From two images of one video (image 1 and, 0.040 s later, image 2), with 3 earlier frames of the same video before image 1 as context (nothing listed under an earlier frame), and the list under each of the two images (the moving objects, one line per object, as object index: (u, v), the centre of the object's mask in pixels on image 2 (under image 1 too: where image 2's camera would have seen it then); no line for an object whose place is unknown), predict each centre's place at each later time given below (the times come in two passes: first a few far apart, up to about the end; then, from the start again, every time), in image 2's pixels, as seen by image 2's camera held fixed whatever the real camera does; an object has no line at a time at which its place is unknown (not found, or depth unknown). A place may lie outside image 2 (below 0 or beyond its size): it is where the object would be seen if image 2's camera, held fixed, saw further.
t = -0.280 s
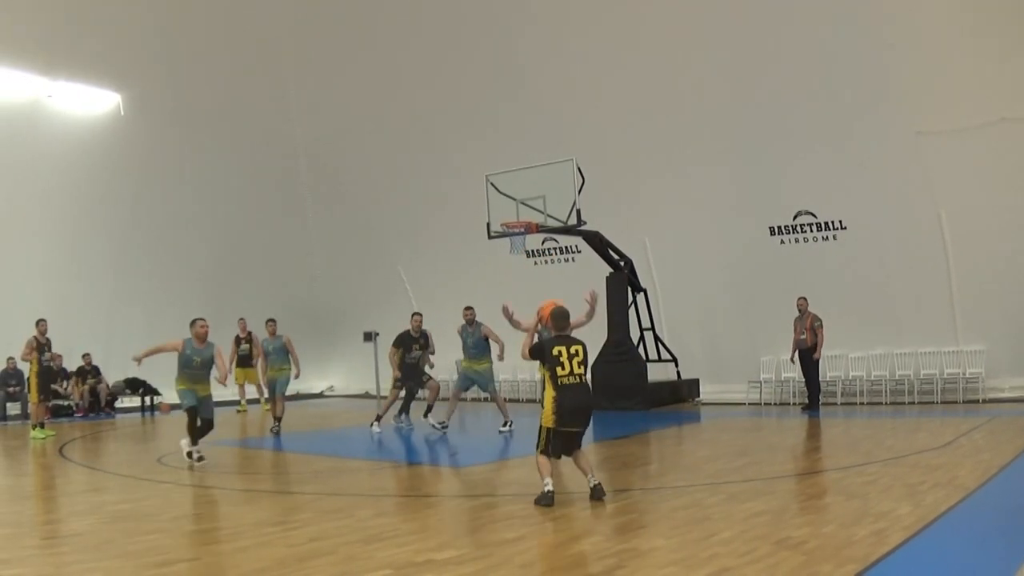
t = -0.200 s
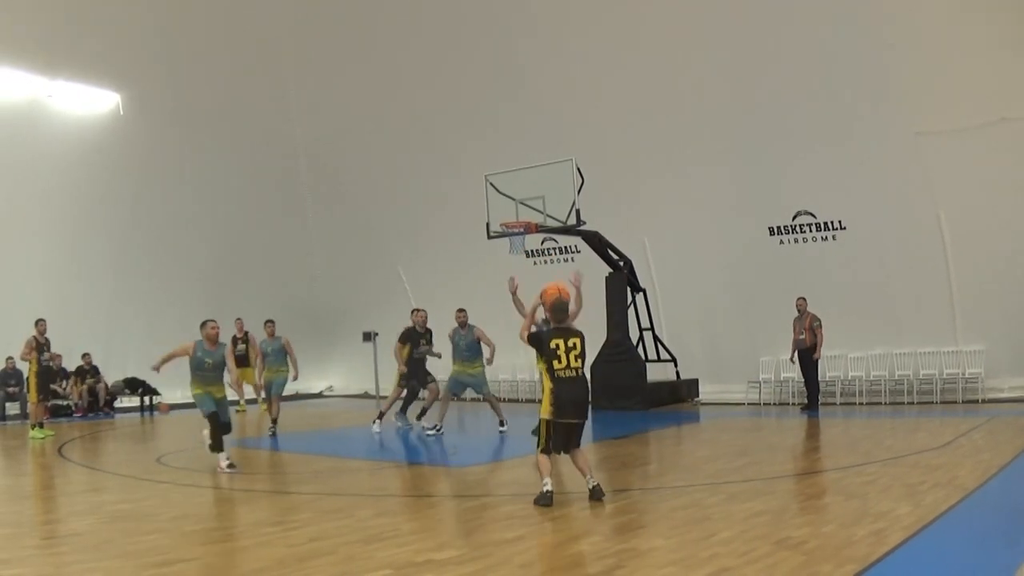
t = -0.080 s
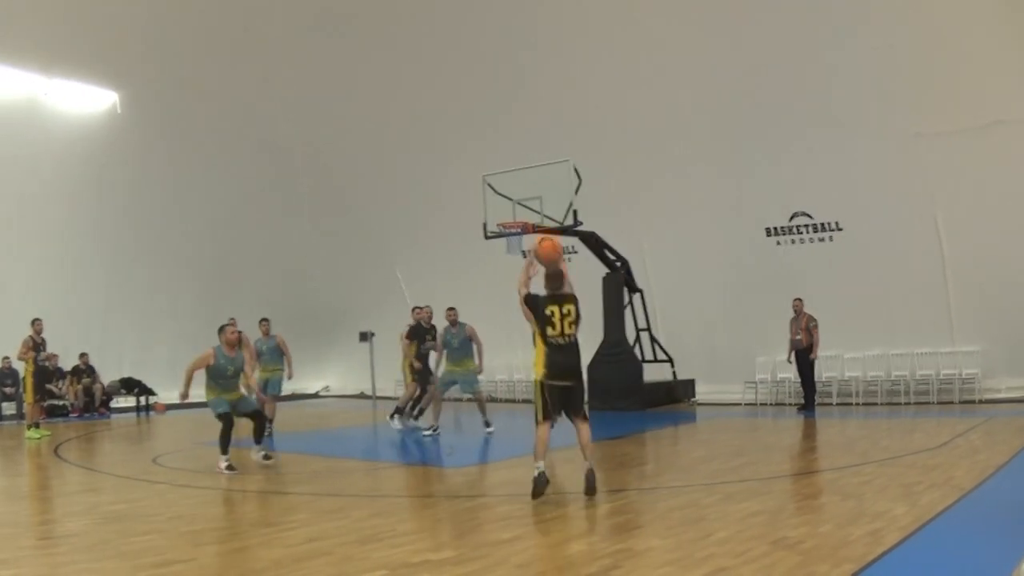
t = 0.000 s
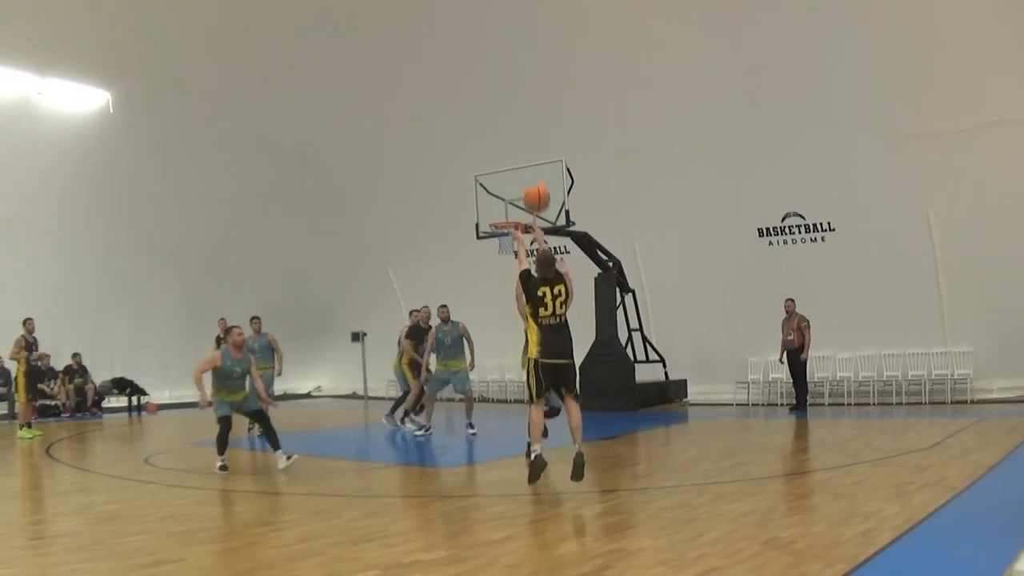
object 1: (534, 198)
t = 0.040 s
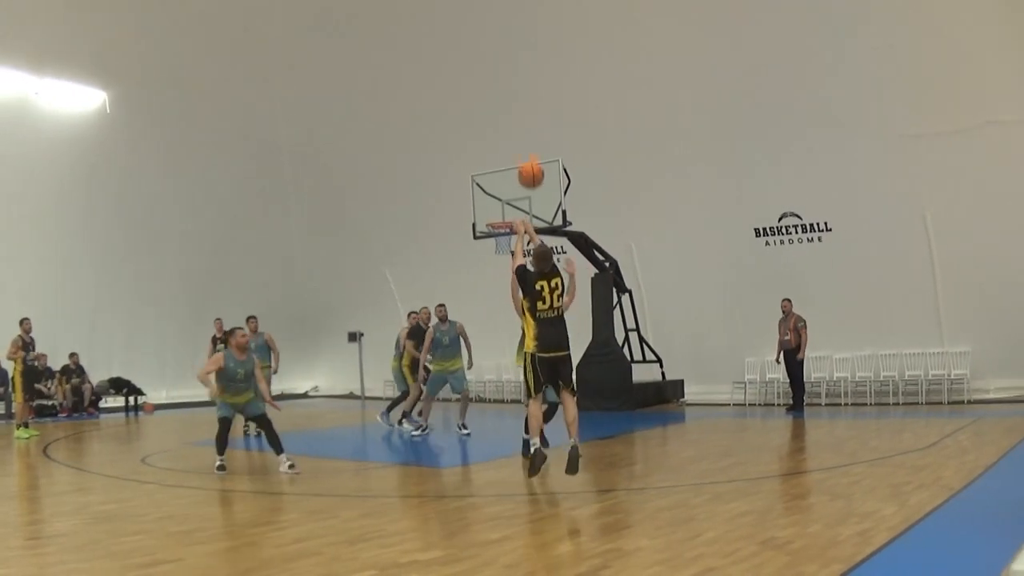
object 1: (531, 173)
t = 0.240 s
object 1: (520, 98)
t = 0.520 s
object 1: (511, 72)
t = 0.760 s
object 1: (507, 98)
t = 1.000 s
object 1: (505, 157)
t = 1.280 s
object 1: (481, 195)
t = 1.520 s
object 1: (420, 159)
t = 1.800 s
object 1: (349, 164)
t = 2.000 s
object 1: (299, 201)
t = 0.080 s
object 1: (528, 154)
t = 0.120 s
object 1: (525, 135)
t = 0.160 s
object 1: (523, 122)
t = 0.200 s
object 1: (521, 108)
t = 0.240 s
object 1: (520, 98)
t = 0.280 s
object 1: (518, 90)
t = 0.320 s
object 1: (517, 83)
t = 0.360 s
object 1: (515, 78)
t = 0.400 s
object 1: (514, 74)
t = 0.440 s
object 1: (513, 72)
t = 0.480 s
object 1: (512, 71)
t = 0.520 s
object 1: (511, 72)
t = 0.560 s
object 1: (510, 74)
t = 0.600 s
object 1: (509, 76)
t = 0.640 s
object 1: (508, 81)
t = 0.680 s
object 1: (508, 86)
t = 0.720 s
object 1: (507, 92)
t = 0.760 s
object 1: (507, 98)
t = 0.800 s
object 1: (506, 106)
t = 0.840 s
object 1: (506, 115)
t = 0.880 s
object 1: (506, 124)
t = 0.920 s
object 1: (506, 134)
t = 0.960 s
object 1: (506, 145)
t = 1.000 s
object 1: (505, 157)
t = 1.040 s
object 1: (505, 169)
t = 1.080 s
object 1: (506, 183)
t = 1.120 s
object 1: (506, 197)
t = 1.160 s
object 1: (506, 211)
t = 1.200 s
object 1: (501, 213)
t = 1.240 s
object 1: (491, 204)
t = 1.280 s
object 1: (481, 195)
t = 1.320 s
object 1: (470, 186)
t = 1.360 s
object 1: (460, 179)
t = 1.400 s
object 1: (451, 172)
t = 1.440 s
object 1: (441, 167)
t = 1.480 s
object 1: (431, 162)
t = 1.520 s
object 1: (420, 159)
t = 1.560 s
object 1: (410, 156)
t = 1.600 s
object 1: (400, 155)
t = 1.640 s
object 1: (390, 155)
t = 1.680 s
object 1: (379, 156)
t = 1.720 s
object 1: (370, 157)
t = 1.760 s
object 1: (359, 160)
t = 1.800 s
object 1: (349, 164)
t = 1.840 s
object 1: (339, 170)
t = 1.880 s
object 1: (329, 176)
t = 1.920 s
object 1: (319, 183)
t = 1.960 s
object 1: (309, 191)
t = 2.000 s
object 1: (299, 201)
